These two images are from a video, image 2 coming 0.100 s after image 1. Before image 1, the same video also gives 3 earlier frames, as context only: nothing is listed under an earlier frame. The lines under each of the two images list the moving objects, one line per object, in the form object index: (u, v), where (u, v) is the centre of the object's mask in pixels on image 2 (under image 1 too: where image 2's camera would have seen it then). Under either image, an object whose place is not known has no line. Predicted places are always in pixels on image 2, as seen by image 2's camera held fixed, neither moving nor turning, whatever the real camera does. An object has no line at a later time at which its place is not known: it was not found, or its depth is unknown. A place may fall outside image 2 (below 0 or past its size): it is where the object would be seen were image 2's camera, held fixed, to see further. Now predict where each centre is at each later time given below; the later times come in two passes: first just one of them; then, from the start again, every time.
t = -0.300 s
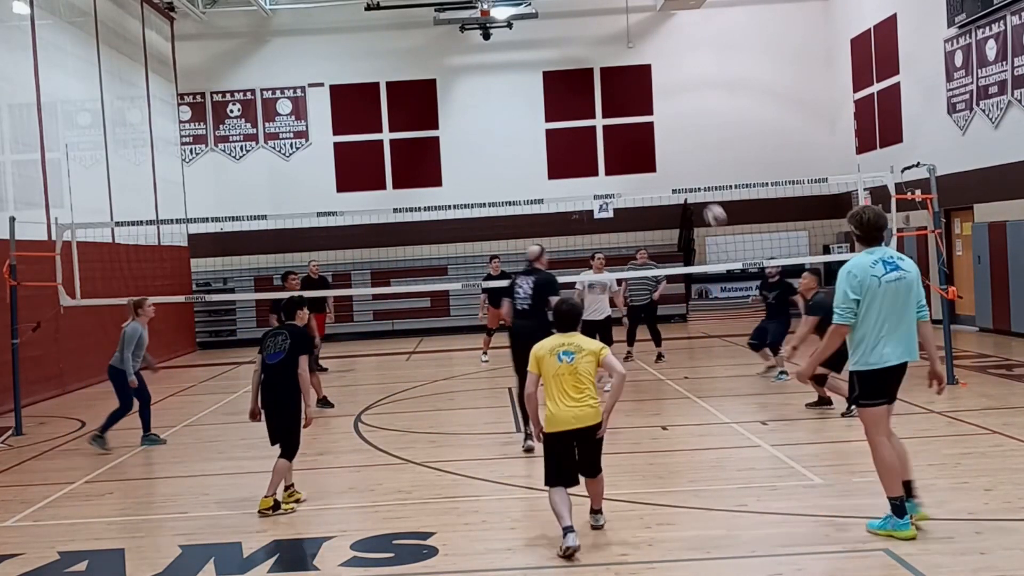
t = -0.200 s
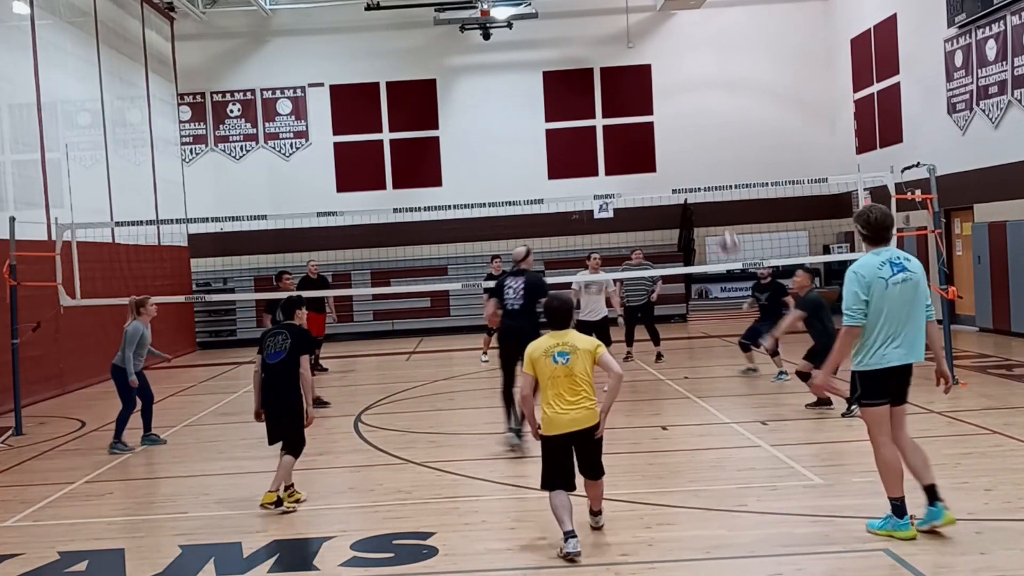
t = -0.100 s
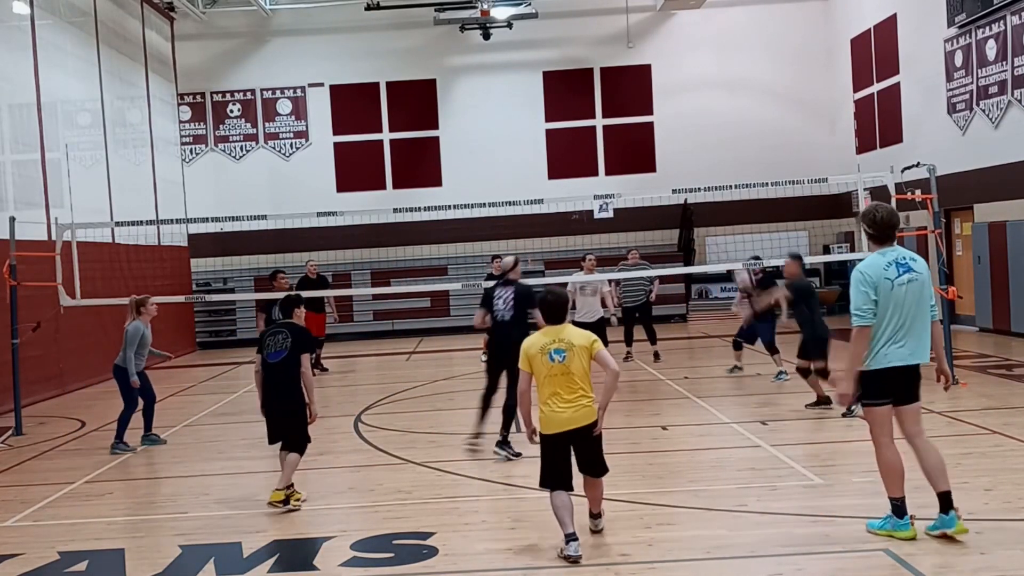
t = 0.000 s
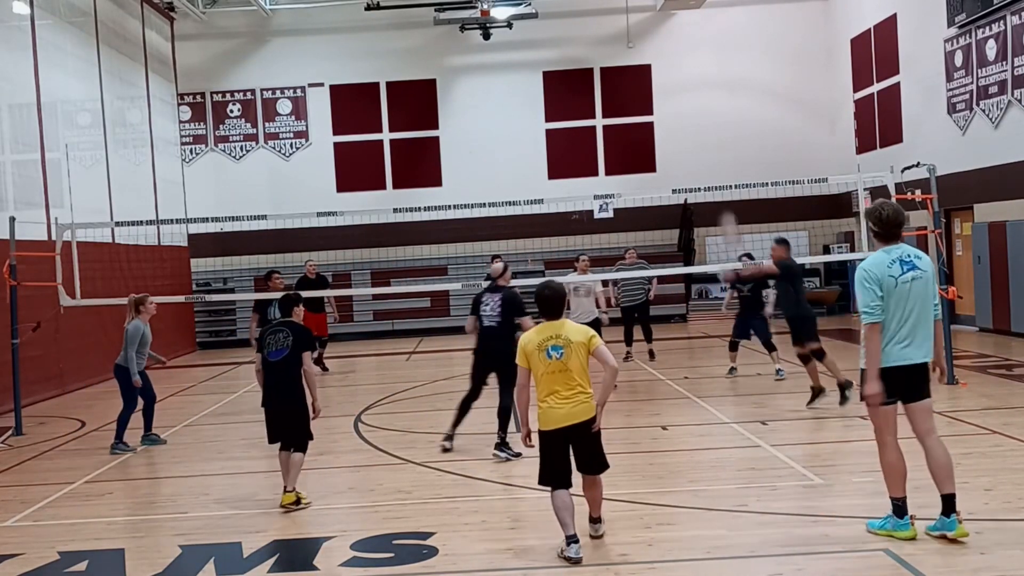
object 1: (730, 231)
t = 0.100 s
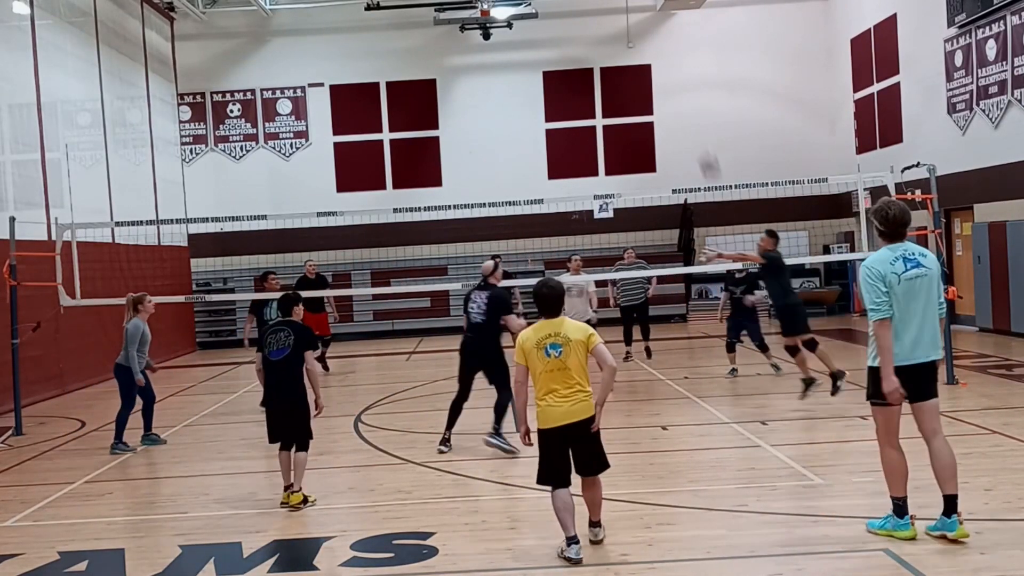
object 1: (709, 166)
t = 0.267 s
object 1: (678, 82)
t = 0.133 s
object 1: (703, 147)
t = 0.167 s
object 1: (697, 129)
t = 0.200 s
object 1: (690, 113)
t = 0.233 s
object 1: (684, 96)
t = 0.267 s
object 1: (678, 82)
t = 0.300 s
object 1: (672, 68)
